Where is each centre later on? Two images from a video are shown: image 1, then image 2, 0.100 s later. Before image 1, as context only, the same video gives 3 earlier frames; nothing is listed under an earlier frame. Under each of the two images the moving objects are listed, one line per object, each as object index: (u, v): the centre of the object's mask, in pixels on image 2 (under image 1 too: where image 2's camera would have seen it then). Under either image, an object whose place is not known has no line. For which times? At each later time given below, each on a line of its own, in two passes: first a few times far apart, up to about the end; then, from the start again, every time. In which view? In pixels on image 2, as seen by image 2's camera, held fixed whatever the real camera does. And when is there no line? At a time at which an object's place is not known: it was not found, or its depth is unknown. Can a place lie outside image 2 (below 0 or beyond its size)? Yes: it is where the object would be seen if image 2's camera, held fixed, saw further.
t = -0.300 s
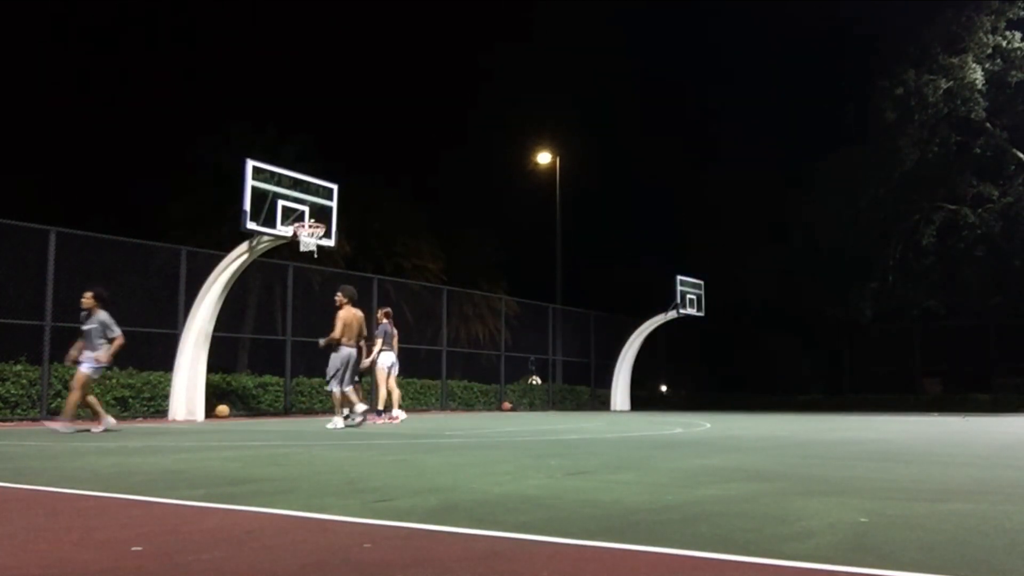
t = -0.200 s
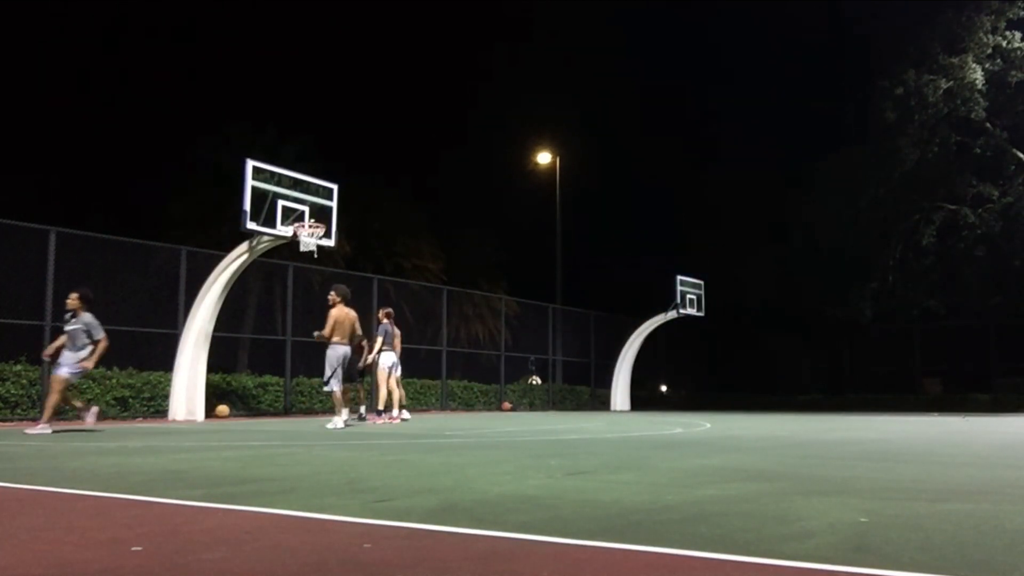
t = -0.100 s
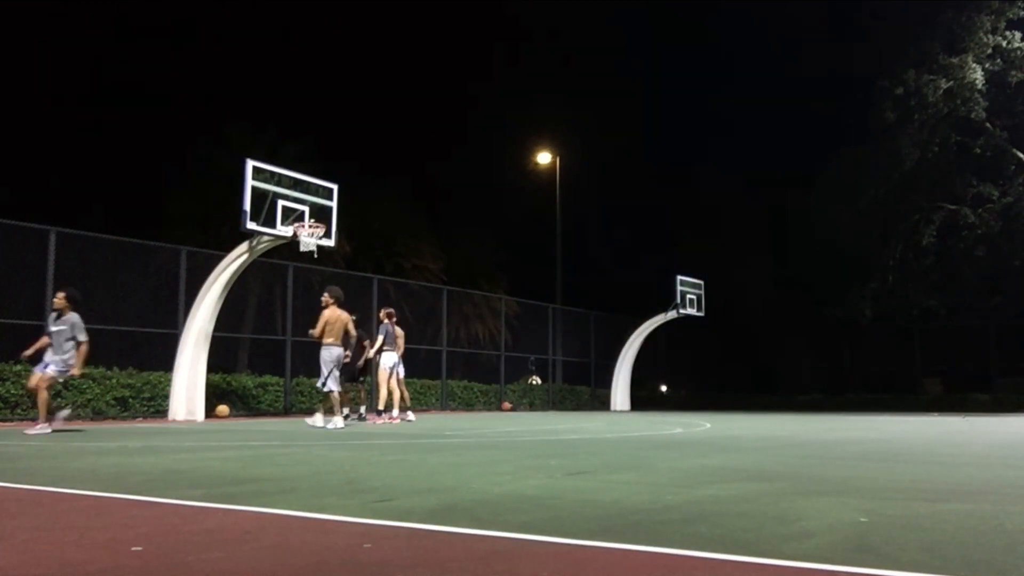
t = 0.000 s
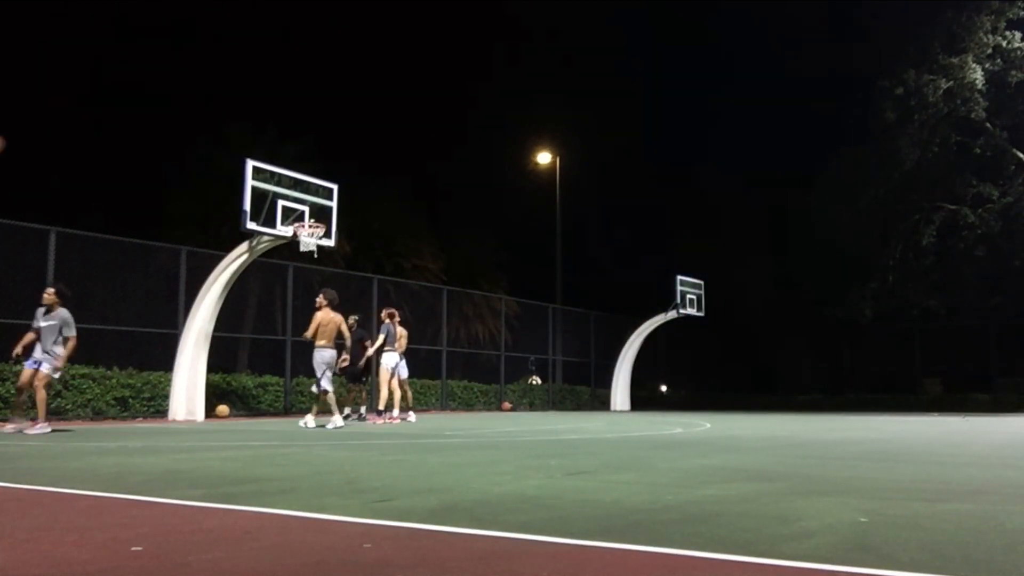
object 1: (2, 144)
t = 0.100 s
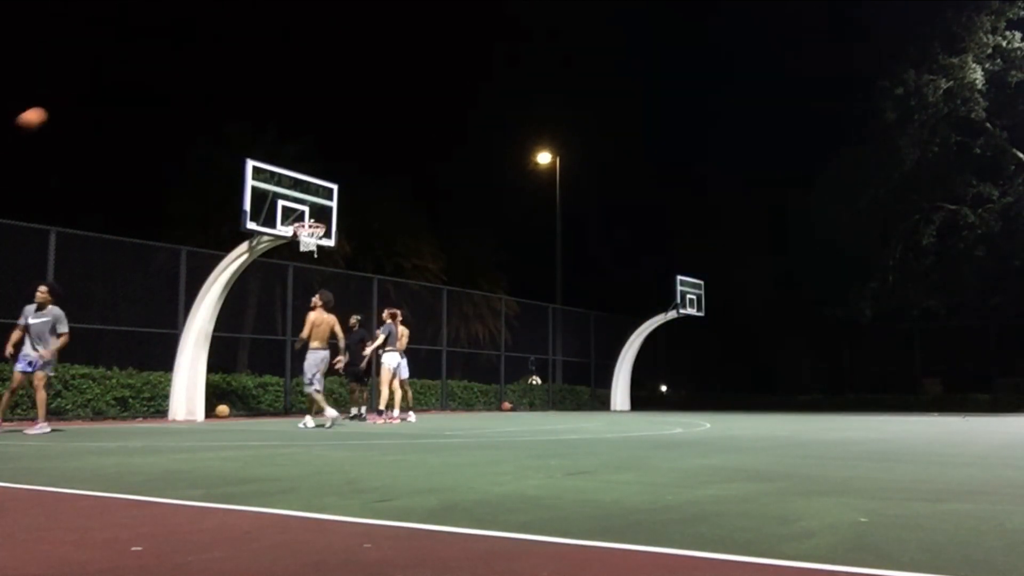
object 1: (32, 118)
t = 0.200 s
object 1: (72, 99)
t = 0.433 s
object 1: (153, 85)
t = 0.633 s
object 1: (211, 104)
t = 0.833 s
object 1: (262, 147)
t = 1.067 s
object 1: (314, 214)
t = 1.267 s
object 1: (338, 203)
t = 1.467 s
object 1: (361, 215)
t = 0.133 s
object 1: (46, 111)
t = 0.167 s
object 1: (59, 104)
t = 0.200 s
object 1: (72, 99)
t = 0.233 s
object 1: (85, 94)
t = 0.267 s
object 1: (97, 90)
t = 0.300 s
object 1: (109, 87)
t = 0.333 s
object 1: (120, 86)
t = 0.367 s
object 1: (132, 85)
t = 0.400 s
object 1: (143, 85)
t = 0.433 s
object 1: (153, 85)
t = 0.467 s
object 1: (163, 86)
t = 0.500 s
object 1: (173, 88)
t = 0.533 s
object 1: (183, 92)
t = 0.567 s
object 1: (192, 95)
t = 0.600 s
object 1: (202, 99)
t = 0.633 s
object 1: (211, 104)
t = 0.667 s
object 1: (220, 110)
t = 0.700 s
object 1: (229, 116)
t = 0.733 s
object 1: (237, 123)
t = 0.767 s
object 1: (246, 130)
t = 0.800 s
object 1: (254, 138)
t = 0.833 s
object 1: (262, 147)
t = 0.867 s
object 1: (270, 155)
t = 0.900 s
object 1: (277, 164)
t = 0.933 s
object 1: (286, 176)
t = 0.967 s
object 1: (292, 186)
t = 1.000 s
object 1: (299, 196)
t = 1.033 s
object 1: (308, 209)
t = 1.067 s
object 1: (314, 214)
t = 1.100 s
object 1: (317, 211)
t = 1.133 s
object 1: (321, 209)
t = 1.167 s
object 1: (325, 206)
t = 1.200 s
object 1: (330, 204)
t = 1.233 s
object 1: (334, 203)
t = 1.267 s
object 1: (338, 203)
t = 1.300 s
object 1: (343, 203)
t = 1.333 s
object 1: (346, 205)
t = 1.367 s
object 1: (350, 206)
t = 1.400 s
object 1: (353, 208)
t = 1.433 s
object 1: (357, 211)
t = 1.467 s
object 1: (361, 215)
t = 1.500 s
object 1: (364, 219)
